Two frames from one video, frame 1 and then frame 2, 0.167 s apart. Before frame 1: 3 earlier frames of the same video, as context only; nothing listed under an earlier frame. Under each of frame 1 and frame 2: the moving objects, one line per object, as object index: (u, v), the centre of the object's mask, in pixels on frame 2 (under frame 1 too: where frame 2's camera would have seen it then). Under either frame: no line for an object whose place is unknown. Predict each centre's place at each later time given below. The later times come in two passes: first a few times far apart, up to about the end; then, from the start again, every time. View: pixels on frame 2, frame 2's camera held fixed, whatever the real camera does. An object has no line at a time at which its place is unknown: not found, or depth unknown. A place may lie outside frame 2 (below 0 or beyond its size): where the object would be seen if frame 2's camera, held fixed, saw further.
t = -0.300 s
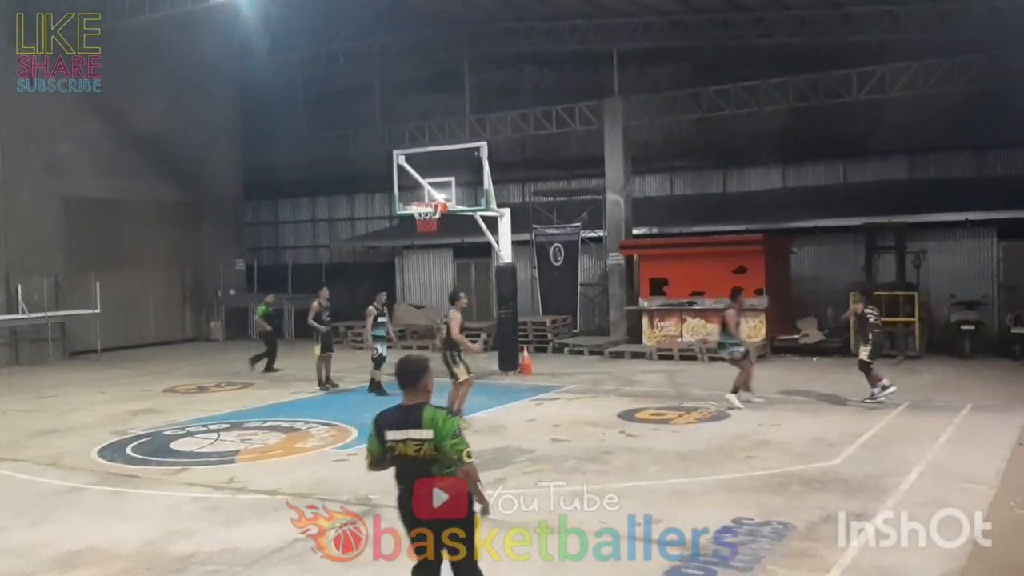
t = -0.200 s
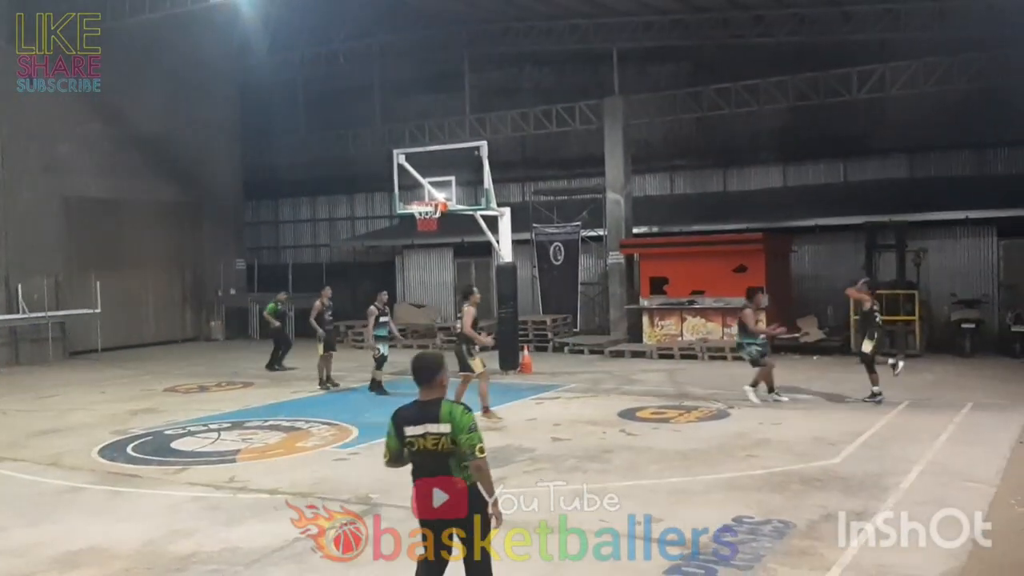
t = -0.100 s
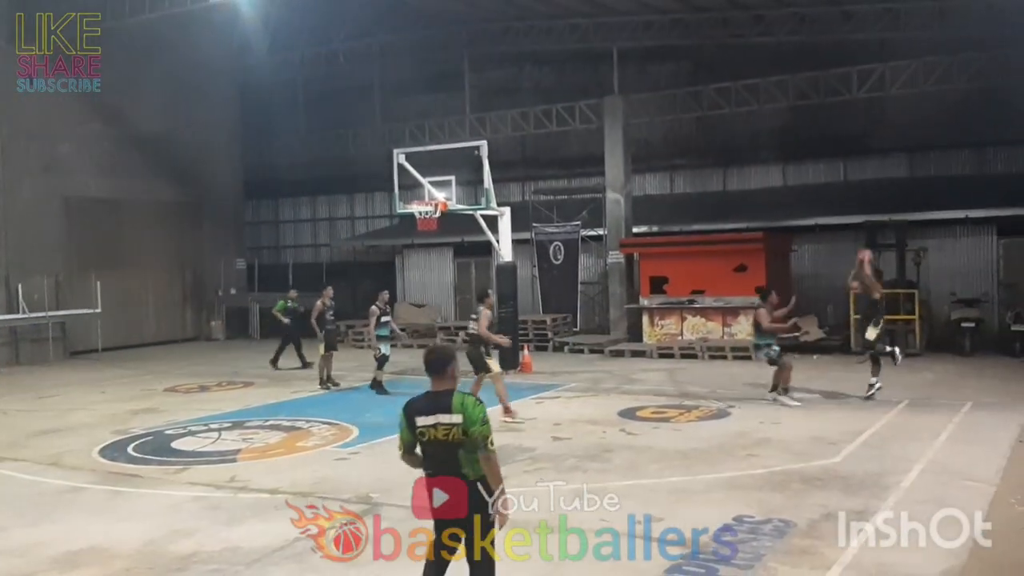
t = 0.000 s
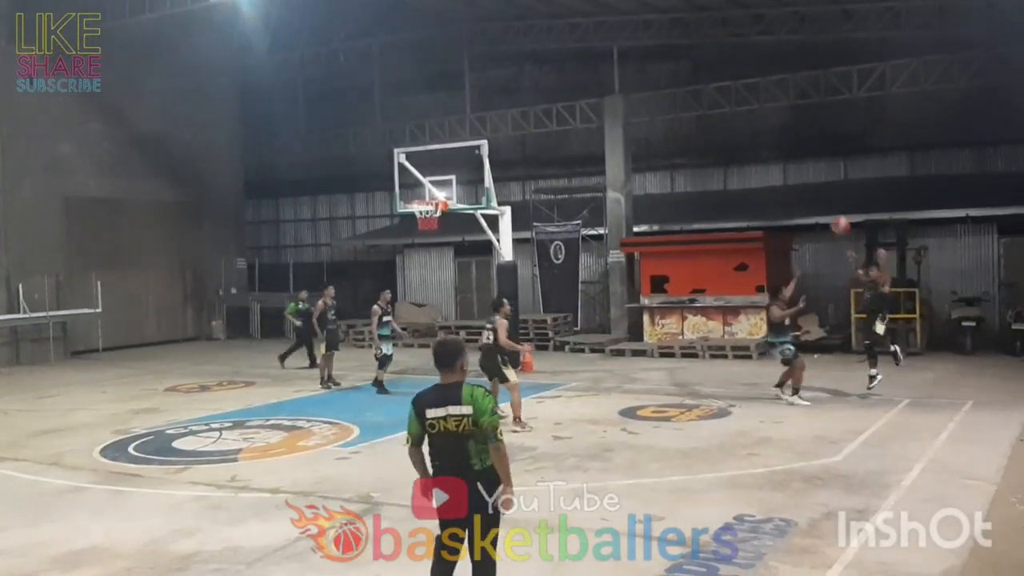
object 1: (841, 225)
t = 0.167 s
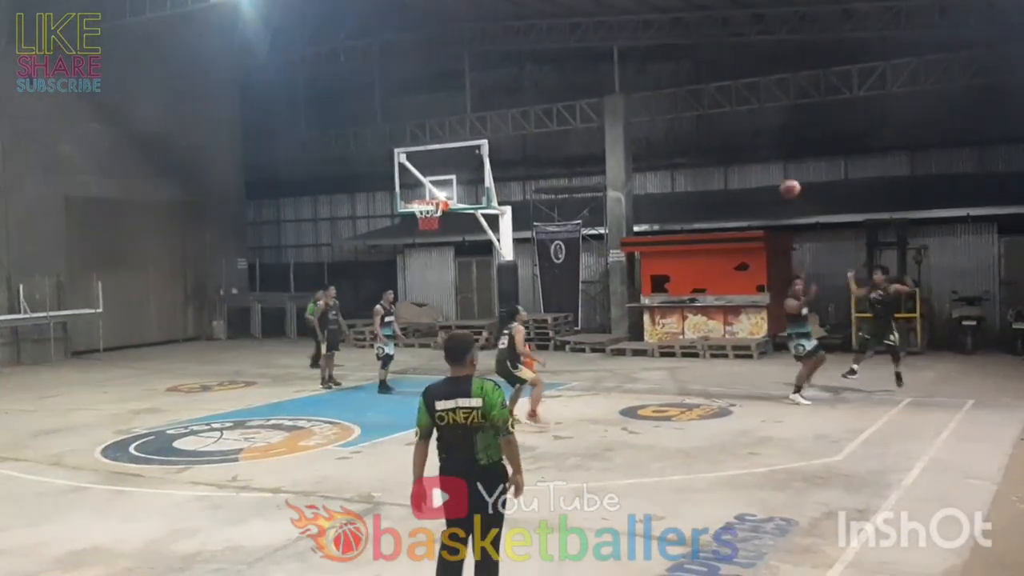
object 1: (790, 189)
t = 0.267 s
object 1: (760, 176)
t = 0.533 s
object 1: (668, 178)
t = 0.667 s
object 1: (616, 203)
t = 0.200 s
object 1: (780, 183)
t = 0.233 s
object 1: (770, 178)
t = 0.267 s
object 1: (760, 176)
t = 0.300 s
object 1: (748, 171)
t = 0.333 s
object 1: (737, 169)
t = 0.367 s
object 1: (725, 169)
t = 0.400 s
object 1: (713, 169)
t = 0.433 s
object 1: (703, 169)
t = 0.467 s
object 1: (693, 171)
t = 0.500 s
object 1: (680, 174)
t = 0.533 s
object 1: (668, 178)
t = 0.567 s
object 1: (656, 182)
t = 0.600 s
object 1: (642, 189)
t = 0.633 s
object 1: (629, 194)
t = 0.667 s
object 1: (616, 203)
